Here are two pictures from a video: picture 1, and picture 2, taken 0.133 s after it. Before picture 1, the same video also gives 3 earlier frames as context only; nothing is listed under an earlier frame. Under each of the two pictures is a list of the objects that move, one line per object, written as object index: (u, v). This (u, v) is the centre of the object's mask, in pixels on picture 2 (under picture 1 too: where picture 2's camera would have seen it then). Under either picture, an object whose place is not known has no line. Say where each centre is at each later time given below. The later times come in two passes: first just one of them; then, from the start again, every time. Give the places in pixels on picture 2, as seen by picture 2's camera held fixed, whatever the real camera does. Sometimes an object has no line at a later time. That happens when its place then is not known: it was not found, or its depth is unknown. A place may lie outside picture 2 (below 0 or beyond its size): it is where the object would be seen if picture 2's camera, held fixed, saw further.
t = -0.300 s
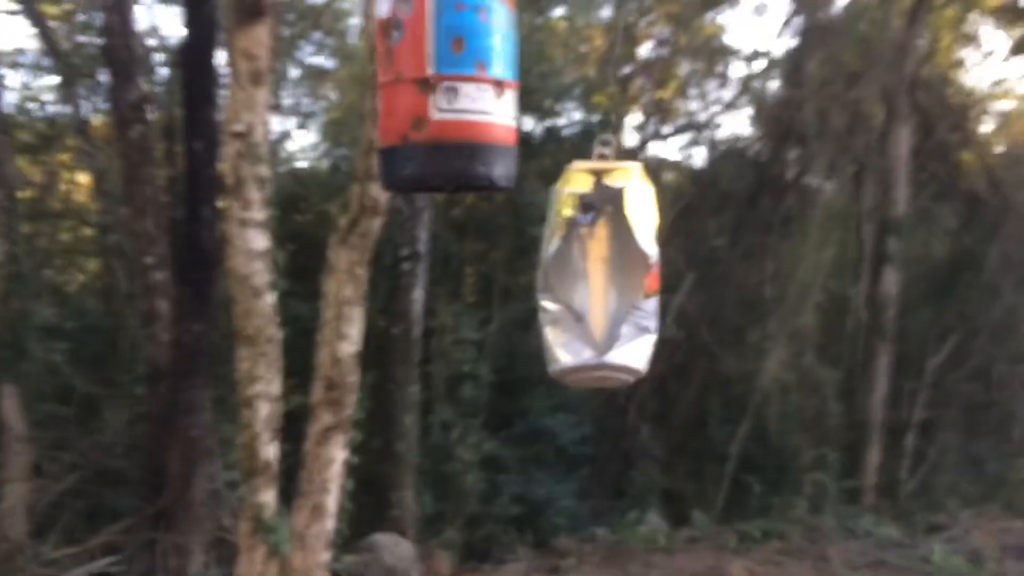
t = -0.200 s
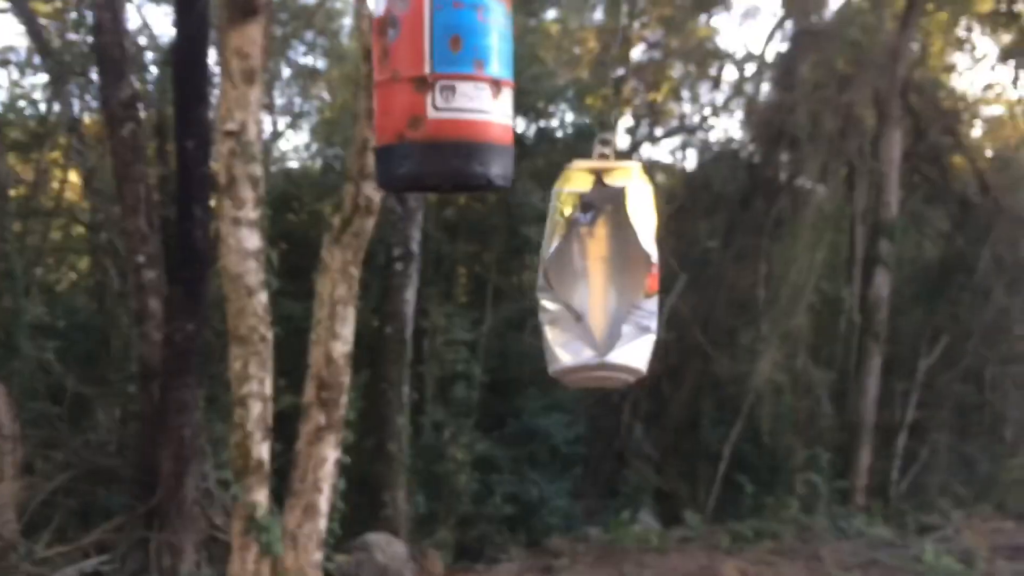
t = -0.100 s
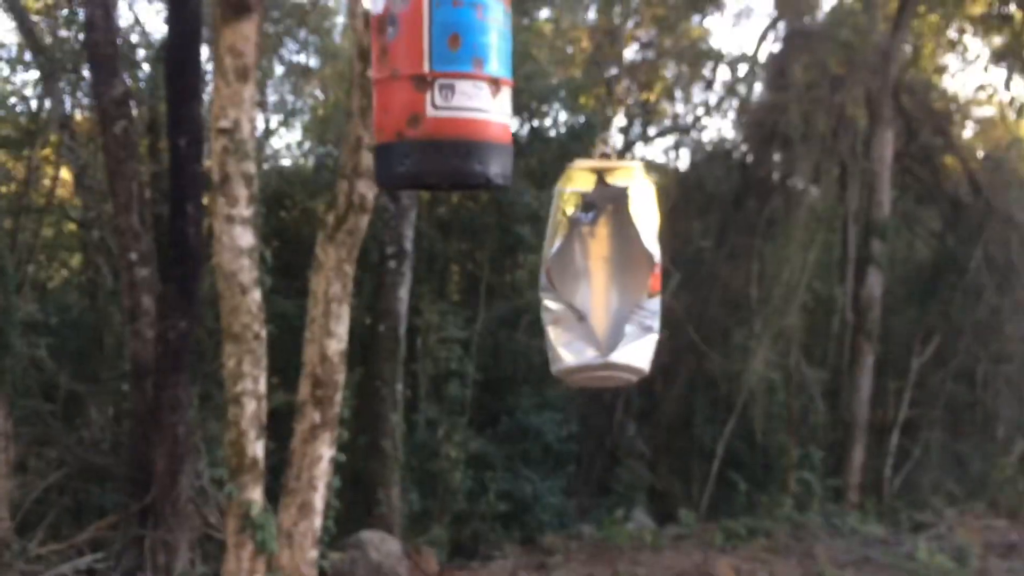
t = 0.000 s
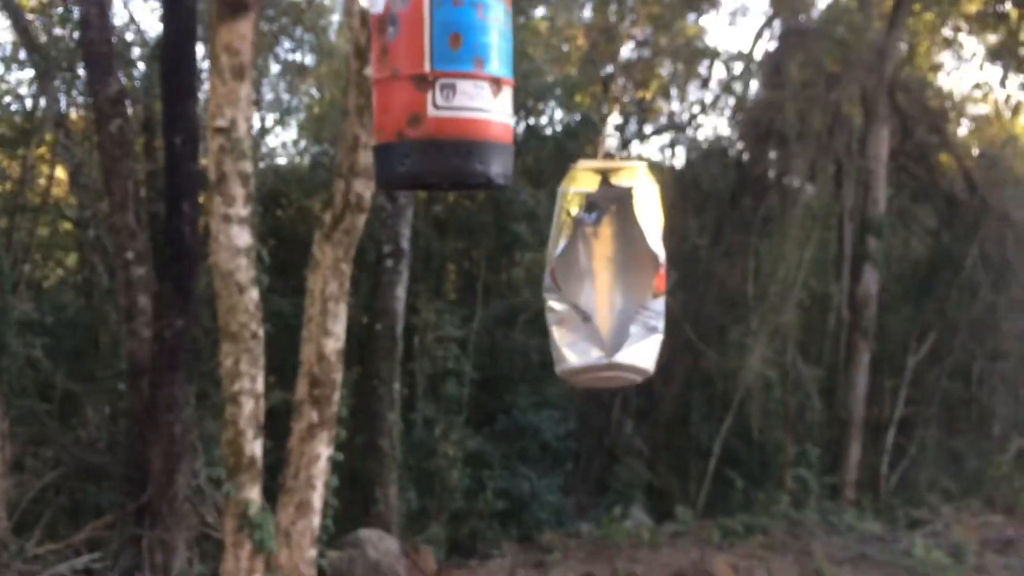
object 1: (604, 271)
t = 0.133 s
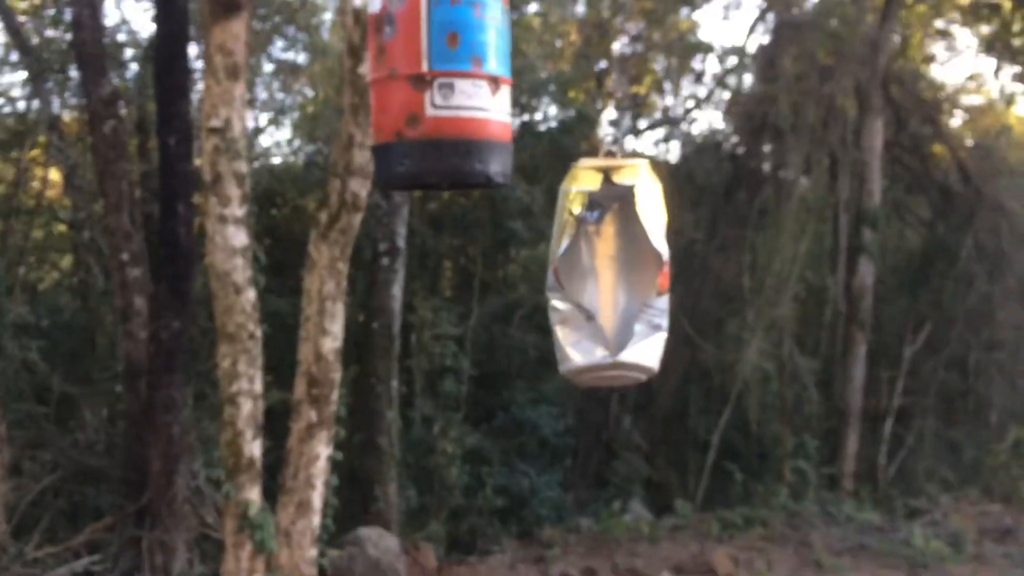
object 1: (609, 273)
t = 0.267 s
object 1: (614, 275)
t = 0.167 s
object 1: (610, 274)
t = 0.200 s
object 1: (611, 275)
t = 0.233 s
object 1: (613, 274)
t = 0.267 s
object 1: (614, 275)
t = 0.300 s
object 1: (616, 276)
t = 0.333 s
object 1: (616, 278)
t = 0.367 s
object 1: (617, 280)
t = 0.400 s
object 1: (618, 282)
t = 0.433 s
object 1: (618, 283)
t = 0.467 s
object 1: (619, 284)
